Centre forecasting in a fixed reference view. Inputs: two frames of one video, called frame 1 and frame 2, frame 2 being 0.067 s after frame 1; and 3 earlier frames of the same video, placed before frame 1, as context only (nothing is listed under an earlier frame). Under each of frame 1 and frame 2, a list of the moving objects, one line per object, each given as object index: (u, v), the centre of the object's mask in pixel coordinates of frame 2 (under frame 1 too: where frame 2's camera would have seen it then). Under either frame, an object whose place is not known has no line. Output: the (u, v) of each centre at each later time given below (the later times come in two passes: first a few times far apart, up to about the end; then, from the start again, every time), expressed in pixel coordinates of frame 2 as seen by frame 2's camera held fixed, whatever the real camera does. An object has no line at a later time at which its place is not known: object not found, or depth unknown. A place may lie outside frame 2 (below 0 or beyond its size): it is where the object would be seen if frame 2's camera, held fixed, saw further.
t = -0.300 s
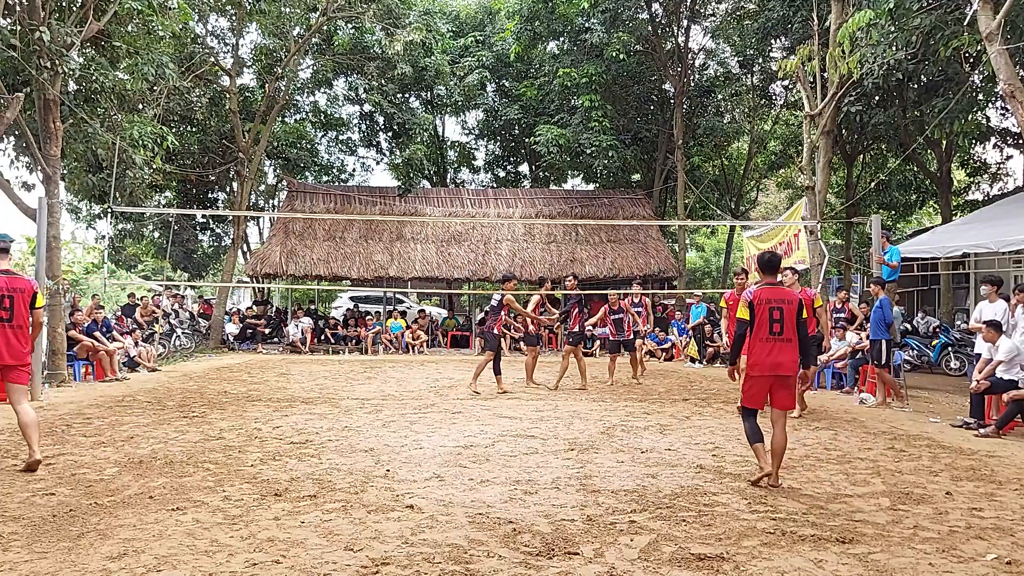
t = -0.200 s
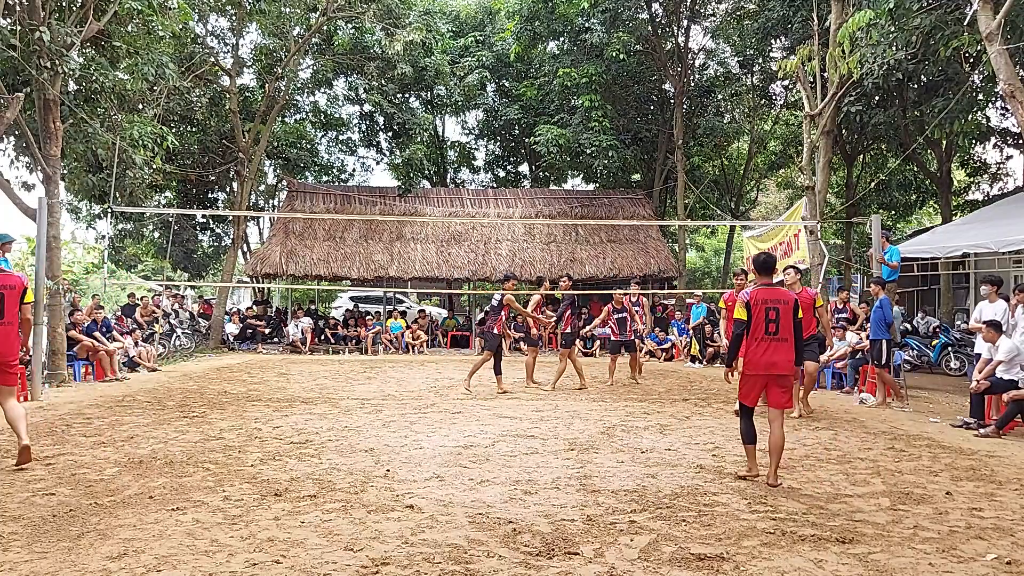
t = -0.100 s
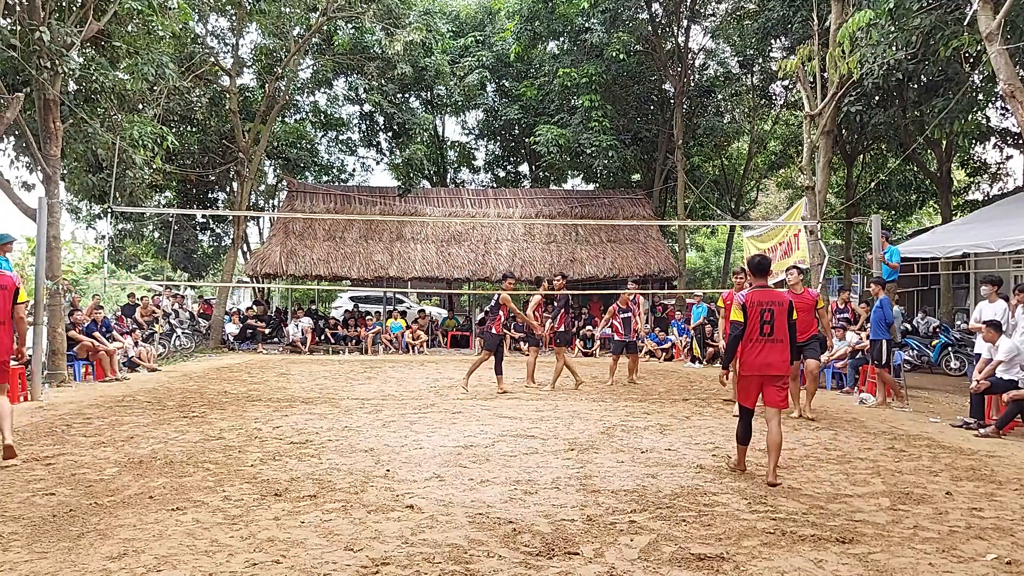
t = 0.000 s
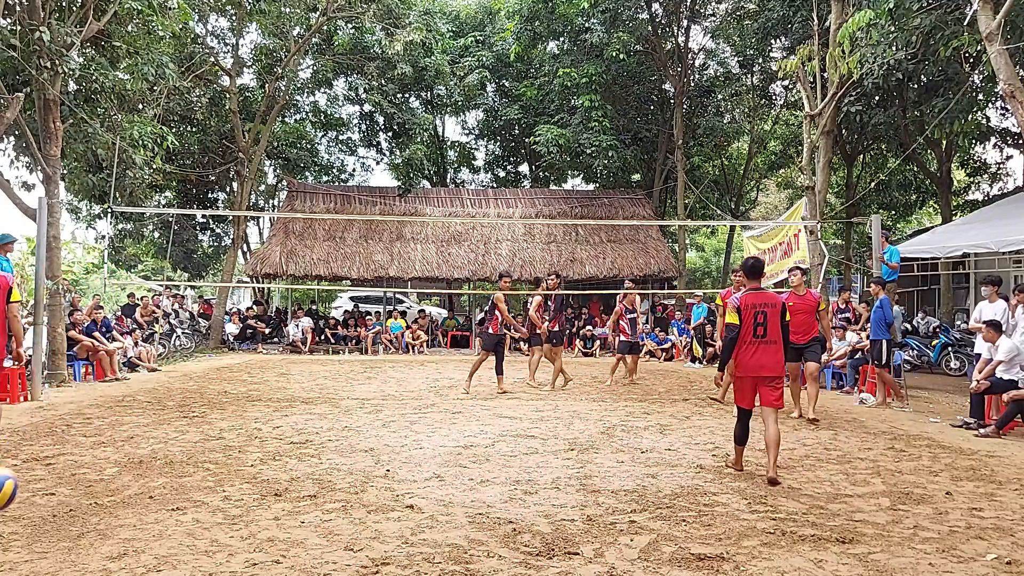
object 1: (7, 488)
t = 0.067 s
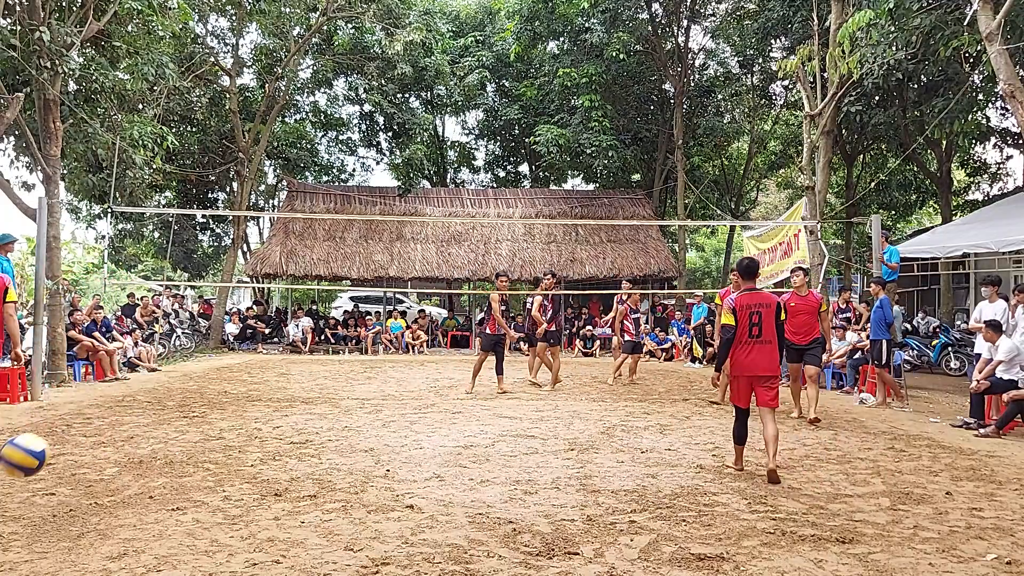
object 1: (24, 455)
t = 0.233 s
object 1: (94, 410)
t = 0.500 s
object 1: (194, 451)
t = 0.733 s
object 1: (274, 479)
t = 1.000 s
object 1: (359, 446)
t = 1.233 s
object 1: (420, 480)
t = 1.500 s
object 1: (470, 470)
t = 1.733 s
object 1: (506, 462)
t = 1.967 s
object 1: (541, 464)
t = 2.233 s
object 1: (575, 457)
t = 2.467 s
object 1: (600, 453)
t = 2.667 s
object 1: (616, 448)
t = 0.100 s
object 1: (39, 442)
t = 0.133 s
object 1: (53, 431)
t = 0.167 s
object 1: (66, 422)
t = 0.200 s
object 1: (80, 414)
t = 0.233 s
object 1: (94, 410)
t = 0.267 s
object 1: (108, 407)
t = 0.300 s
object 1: (122, 408)
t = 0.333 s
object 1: (134, 411)
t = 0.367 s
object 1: (146, 415)
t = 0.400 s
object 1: (158, 422)
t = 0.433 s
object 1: (170, 430)
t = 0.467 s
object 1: (182, 439)
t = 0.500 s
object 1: (194, 451)
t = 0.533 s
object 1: (206, 465)
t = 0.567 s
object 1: (218, 482)
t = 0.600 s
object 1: (228, 501)
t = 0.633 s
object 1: (238, 521)
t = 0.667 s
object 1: (251, 507)
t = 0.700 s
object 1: (263, 491)
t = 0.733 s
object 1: (274, 479)
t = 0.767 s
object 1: (286, 467)
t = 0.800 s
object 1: (298, 458)
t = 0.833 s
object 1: (309, 451)
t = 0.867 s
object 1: (320, 447)
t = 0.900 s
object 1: (330, 444)
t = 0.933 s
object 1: (340, 443)
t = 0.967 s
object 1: (349, 444)
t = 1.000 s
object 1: (359, 446)
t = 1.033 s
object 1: (369, 450)
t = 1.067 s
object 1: (378, 456)
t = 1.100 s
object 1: (387, 463)
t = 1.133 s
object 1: (396, 472)
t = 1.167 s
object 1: (405, 483)
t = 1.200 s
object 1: (414, 488)
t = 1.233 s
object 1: (420, 480)
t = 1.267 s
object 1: (426, 473)
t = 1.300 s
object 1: (432, 467)
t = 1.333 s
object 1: (439, 465)
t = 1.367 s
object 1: (445, 462)
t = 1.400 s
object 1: (452, 461)
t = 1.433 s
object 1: (458, 462)
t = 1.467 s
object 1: (464, 466)
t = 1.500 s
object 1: (470, 470)
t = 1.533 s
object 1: (476, 477)
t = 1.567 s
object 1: (481, 475)
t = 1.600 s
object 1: (486, 469)
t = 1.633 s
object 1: (491, 465)
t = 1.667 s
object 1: (496, 463)
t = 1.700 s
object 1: (501, 462)
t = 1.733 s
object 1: (506, 462)
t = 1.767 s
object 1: (510, 464)
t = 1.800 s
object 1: (515, 468)
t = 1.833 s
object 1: (520, 469)
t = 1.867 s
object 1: (526, 467)
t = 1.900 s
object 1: (531, 466)
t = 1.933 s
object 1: (536, 466)
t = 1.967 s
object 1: (541, 464)
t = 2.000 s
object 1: (545, 463)
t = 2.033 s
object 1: (550, 462)
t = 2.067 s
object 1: (554, 461)
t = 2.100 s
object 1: (558, 461)
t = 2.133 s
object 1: (563, 459)
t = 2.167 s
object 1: (567, 458)
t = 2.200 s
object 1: (571, 458)
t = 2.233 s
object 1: (575, 457)
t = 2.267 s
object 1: (579, 456)
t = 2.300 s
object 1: (582, 454)
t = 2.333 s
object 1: (586, 454)
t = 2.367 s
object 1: (589, 453)
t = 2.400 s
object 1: (592, 453)
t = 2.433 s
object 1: (596, 453)
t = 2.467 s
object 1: (600, 453)
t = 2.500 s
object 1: (603, 452)
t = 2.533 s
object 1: (605, 451)
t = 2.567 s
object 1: (608, 451)
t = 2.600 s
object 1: (611, 450)
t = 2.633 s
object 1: (614, 449)
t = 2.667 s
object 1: (616, 448)
